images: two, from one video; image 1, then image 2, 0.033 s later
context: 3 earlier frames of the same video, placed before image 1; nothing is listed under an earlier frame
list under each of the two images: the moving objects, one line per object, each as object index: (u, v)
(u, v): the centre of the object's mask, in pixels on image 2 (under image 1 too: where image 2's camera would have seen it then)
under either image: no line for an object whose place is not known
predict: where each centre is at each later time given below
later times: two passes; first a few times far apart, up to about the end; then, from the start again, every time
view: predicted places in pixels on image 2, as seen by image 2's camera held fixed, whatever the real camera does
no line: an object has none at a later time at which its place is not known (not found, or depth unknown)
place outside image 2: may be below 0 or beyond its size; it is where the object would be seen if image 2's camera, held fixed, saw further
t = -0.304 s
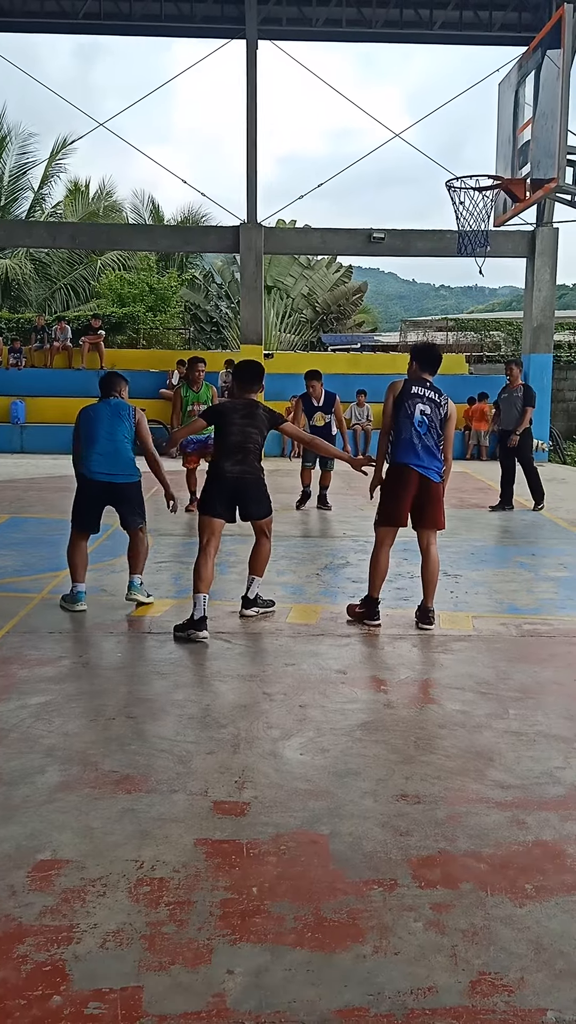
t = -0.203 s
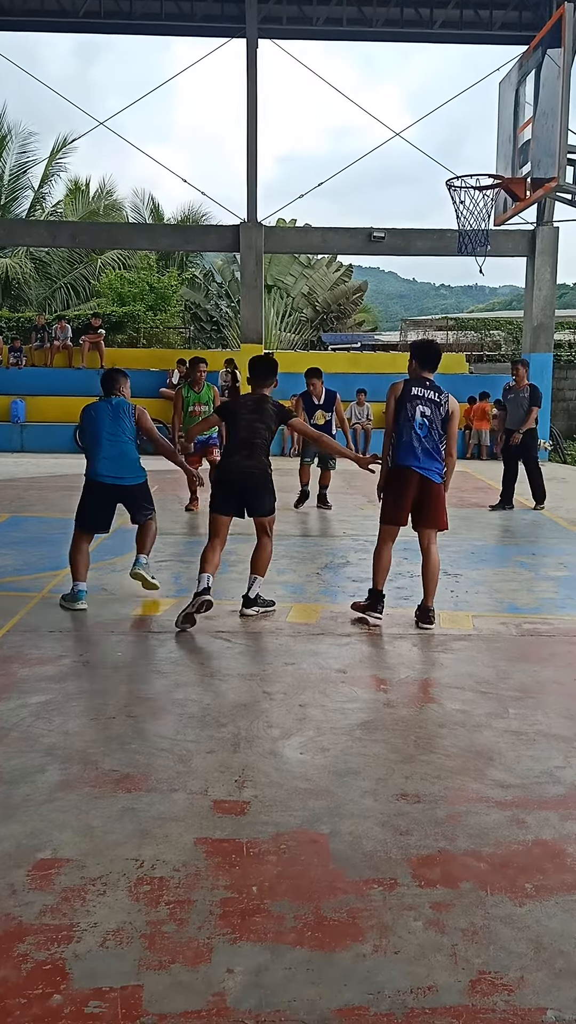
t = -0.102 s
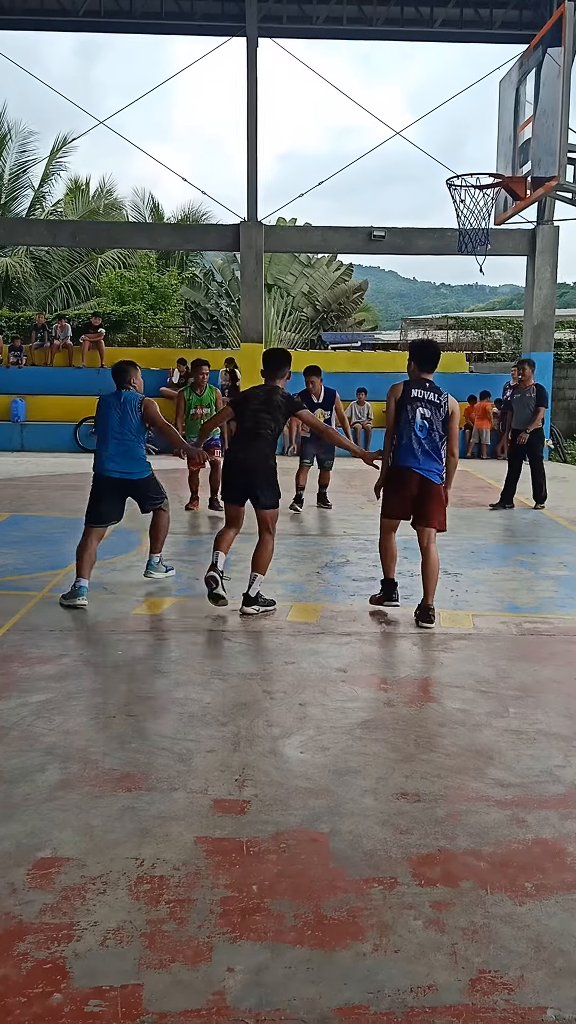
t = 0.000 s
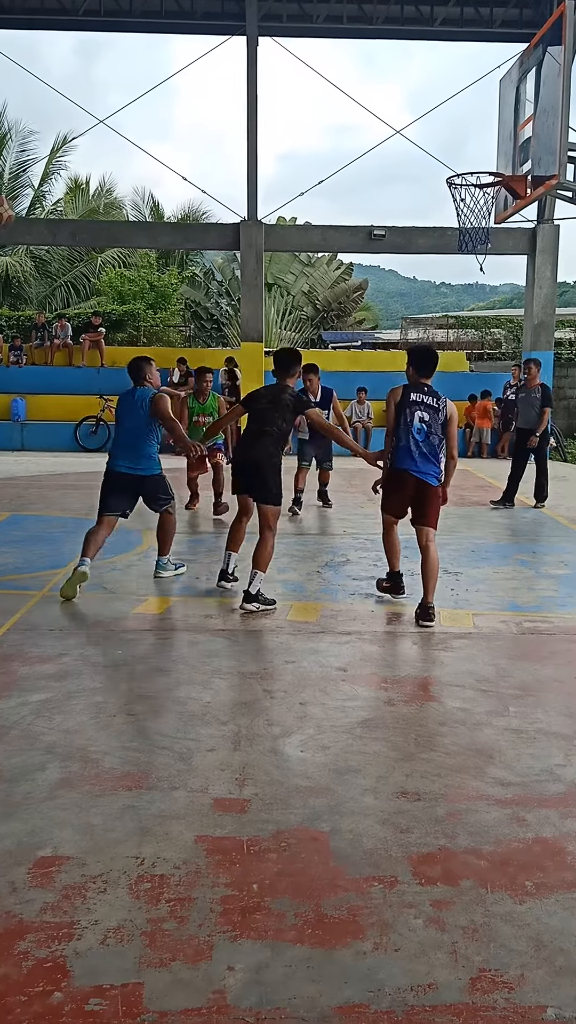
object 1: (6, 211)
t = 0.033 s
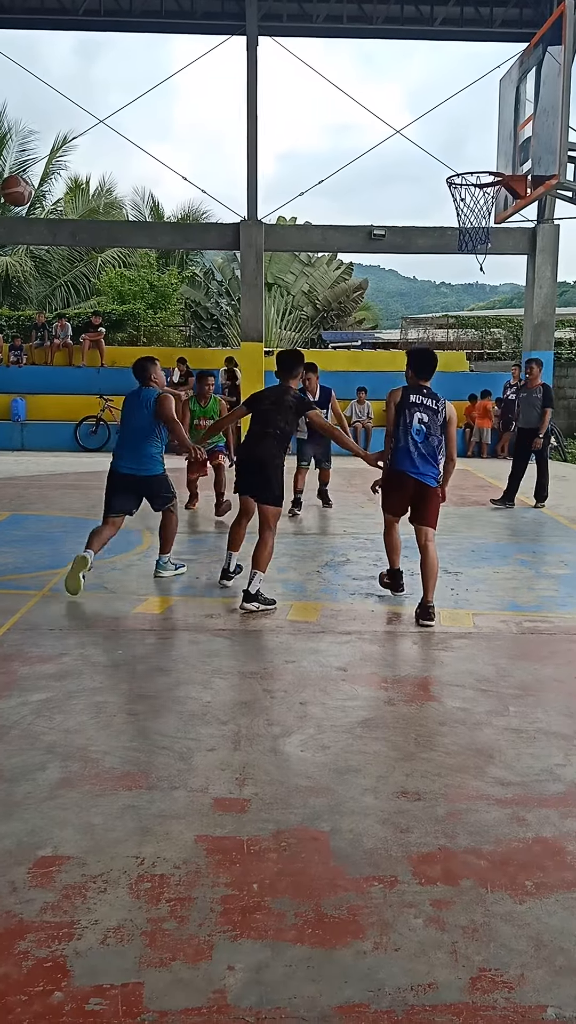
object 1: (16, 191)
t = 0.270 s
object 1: (140, 90)
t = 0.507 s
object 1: (266, 61)
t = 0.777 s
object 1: (402, 115)
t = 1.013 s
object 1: (489, 175)
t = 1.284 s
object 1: (462, 202)
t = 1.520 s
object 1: (471, 242)
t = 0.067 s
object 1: (33, 172)
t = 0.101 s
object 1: (51, 155)
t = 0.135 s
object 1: (69, 139)
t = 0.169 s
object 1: (86, 125)
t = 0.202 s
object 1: (104, 112)
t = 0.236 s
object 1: (122, 100)
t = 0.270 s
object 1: (140, 90)
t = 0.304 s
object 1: (157, 81)
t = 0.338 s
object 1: (175, 74)
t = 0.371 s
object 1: (193, 69)
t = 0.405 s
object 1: (211, 64)
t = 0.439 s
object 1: (229, 62)
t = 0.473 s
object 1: (247, 60)
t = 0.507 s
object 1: (266, 61)
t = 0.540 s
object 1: (282, 62)
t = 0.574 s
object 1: (299, 66)
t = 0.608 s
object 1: (317, 70)
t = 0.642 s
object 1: (334, 76)
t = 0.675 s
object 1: (351, 84)
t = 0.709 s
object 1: (368, 93)
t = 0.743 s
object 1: (385, 103)
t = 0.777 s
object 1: (402, 115)
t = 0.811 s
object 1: (419, 127)
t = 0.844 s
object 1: (435, 141)
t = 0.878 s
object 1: (451, 157)
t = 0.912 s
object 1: (463, 164)
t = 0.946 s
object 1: (473, 167)
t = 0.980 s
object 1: (483, 171)
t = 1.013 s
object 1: (489, 175)
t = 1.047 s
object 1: (484, 175)
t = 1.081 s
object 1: (477, 177)
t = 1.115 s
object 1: (472, 181)
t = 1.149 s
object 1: (469, 183)
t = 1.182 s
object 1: (468, 185)
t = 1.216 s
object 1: (466, 189)
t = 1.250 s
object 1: (464, 195)
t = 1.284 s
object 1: (462, 202)
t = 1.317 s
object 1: (462, 207)
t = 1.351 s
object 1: (463, 212)
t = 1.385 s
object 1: (464, 216)
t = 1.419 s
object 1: (466, 221)
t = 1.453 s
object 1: (468, 227)
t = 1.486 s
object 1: (470, 235)
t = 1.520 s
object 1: (471, 242)
